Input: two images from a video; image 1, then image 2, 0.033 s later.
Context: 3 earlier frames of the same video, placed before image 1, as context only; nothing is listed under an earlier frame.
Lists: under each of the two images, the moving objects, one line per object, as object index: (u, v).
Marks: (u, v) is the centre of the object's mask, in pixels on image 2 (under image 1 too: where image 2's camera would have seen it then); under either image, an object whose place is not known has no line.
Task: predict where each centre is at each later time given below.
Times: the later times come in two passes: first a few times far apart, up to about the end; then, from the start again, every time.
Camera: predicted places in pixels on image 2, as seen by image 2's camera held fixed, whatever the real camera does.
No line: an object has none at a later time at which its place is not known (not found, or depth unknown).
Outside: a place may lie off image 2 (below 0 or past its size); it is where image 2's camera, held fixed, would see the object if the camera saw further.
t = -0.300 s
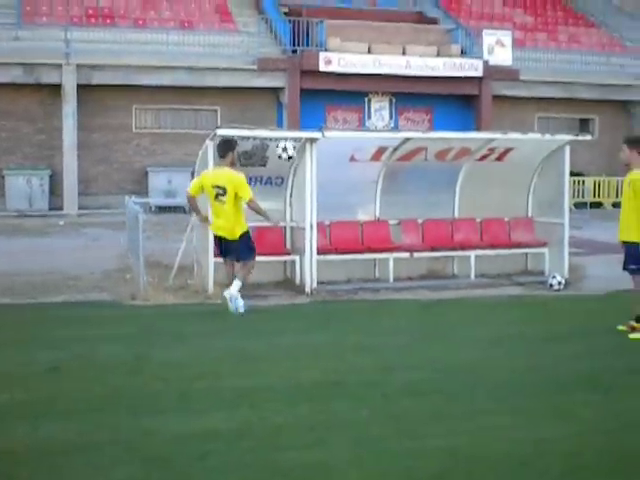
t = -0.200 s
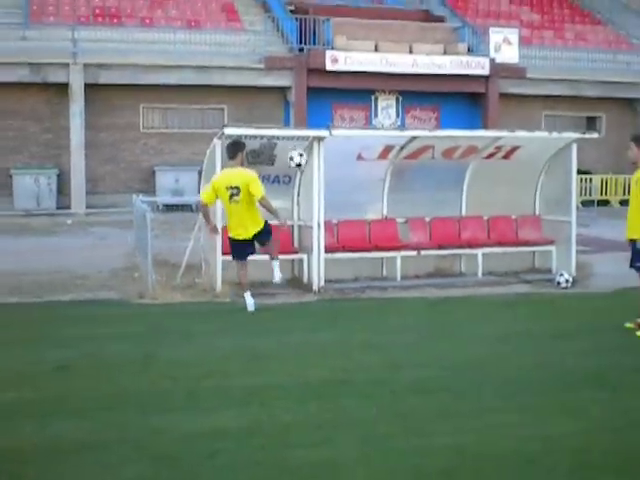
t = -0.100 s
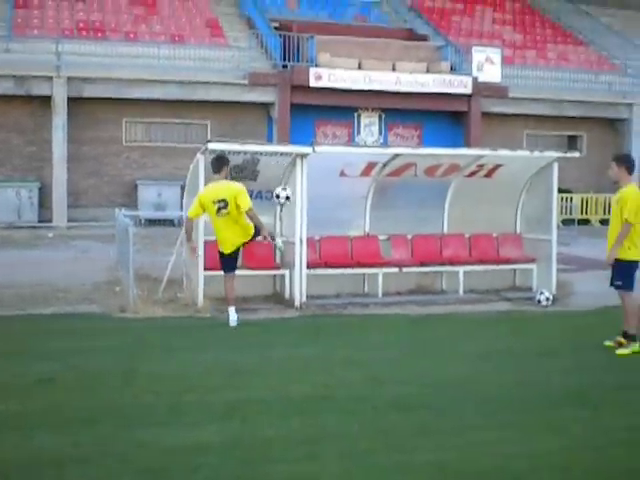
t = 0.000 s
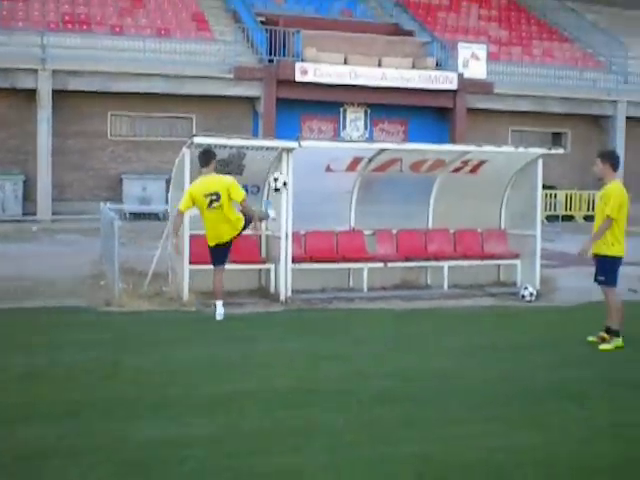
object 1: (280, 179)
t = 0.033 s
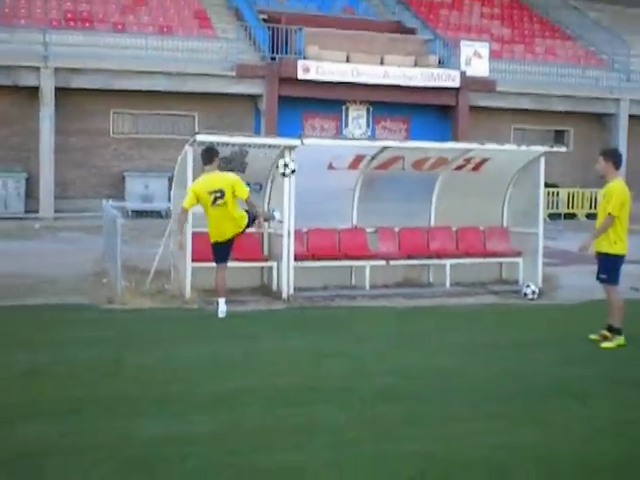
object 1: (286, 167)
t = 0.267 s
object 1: (330, 96)
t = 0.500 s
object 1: (376, 79)
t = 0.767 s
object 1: (431, 124)
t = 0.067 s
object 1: (292, 154)
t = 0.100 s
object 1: (299, 141)
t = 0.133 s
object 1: (304, 131)
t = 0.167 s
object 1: (311, 120)
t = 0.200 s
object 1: (318, 112)
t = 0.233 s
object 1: (324, 103)
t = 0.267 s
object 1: (330, 96)
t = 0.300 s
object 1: (336, 91)
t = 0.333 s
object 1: (343, 88)
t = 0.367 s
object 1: (350, 84)
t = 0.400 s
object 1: (356, 80)
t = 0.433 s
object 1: (362, 77)
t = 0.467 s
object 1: (370, 78)
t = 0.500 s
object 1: (376, 79)
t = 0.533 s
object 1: (382, 82)
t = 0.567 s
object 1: (389, 84)
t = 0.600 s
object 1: (396, 86)
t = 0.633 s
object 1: (403, 92)
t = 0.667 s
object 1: (410, 97)
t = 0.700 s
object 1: (417, 106)
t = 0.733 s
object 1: (424, 115)
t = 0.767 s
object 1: (431, 124)
